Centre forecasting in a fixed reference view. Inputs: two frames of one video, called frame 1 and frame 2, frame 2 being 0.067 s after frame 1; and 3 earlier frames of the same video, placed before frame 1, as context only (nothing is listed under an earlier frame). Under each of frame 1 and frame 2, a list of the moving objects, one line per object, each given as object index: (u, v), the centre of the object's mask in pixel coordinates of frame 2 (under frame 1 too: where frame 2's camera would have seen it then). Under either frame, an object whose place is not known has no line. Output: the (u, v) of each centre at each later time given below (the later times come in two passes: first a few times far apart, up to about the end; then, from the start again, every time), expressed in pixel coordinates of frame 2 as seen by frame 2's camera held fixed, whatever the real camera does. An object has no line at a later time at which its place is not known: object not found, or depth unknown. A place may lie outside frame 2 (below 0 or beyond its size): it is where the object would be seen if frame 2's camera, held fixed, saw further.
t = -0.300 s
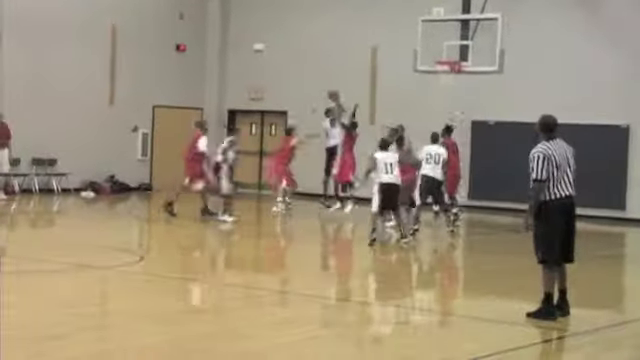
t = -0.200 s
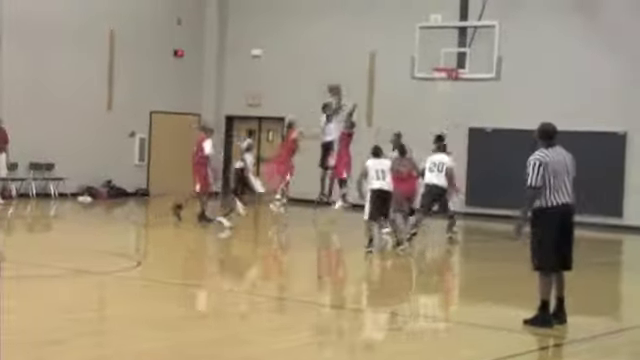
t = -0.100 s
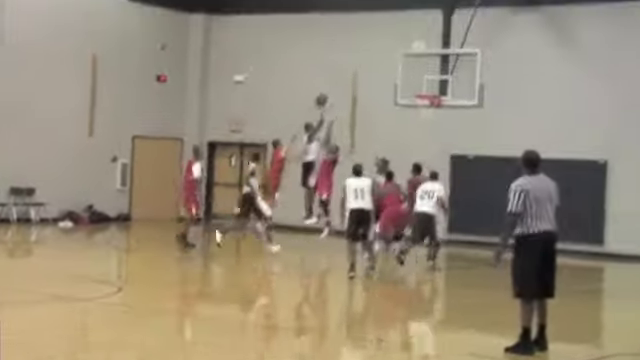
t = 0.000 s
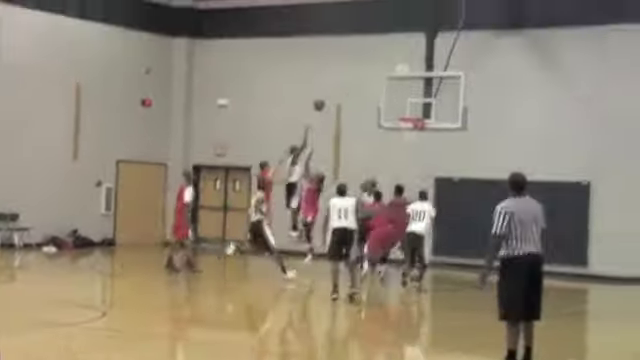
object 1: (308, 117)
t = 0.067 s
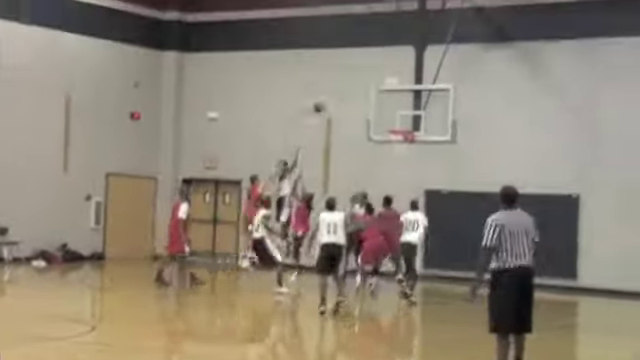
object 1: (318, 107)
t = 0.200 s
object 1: (337, 96)
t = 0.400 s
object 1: (364, 93)
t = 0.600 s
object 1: (392, 113)
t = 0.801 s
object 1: (391, 136)
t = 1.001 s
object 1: (399, 161)
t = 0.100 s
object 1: (322, 104)
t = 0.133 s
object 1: (327, 101)
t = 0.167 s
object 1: (332, 97)
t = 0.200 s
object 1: (337, 96)
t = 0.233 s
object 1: (341, 94)
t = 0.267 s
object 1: (346, 93)
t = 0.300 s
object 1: (350, 93)
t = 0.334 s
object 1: (355, 93)
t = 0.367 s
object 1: (360, 93)
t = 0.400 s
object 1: (364, 93)
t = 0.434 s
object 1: (368, 94)
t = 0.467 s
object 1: (374, 98)
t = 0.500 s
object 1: (379, 101)
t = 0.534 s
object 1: (383, 104)
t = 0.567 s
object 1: (388, 108)
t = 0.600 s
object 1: (392, 113)
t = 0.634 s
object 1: (398, 118)
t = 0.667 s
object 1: (402, 123)
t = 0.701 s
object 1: (406, 126)
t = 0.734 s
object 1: (406, 127)
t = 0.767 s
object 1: (395, 133)
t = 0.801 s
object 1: (391, 136)
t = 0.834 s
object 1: (393, 138)
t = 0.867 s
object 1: (394, 144)
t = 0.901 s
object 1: (396, 147)
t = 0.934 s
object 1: (396, 150)
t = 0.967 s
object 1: (398, 156)
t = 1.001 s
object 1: (399, 161)
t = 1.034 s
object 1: (400, 167)
